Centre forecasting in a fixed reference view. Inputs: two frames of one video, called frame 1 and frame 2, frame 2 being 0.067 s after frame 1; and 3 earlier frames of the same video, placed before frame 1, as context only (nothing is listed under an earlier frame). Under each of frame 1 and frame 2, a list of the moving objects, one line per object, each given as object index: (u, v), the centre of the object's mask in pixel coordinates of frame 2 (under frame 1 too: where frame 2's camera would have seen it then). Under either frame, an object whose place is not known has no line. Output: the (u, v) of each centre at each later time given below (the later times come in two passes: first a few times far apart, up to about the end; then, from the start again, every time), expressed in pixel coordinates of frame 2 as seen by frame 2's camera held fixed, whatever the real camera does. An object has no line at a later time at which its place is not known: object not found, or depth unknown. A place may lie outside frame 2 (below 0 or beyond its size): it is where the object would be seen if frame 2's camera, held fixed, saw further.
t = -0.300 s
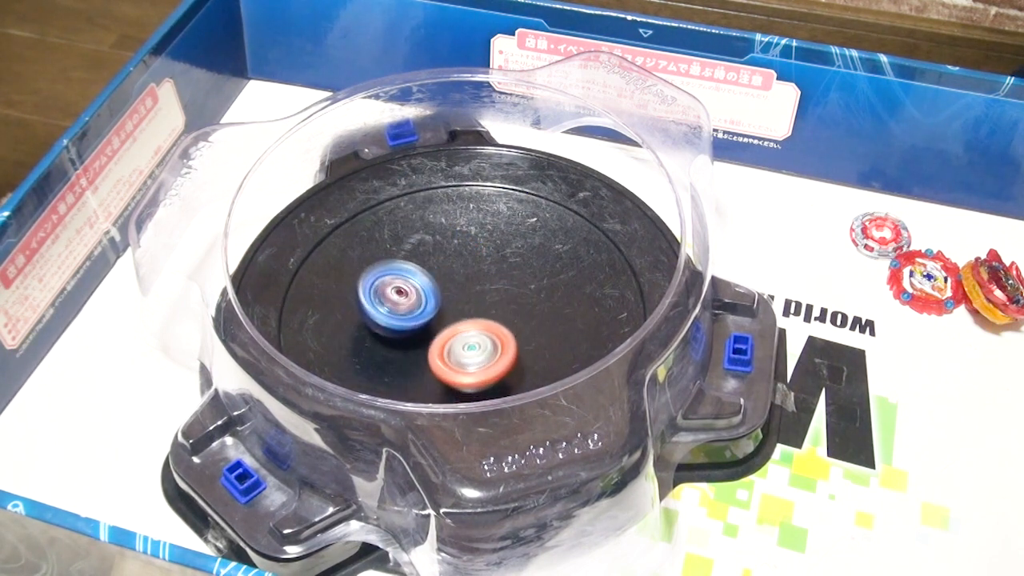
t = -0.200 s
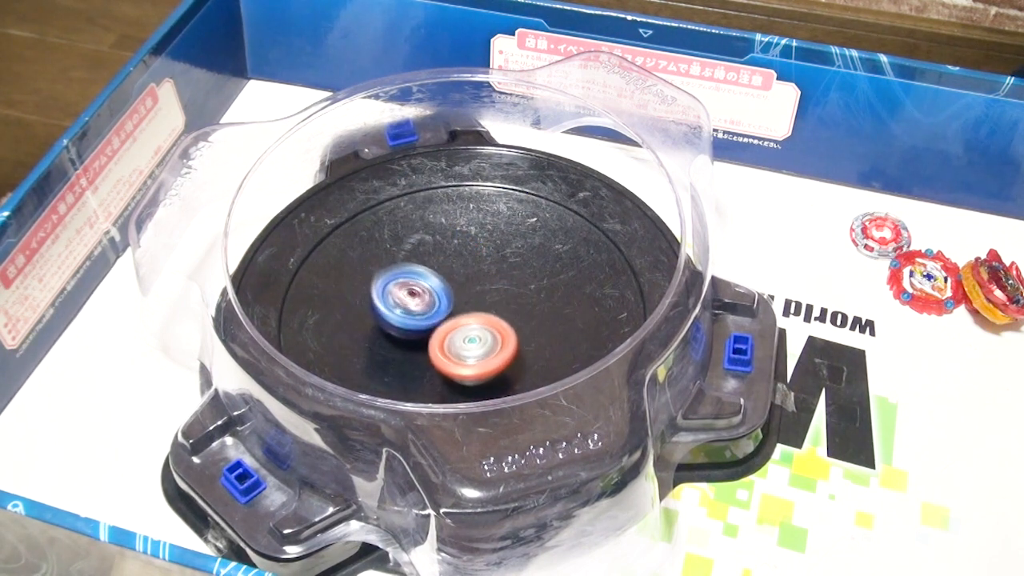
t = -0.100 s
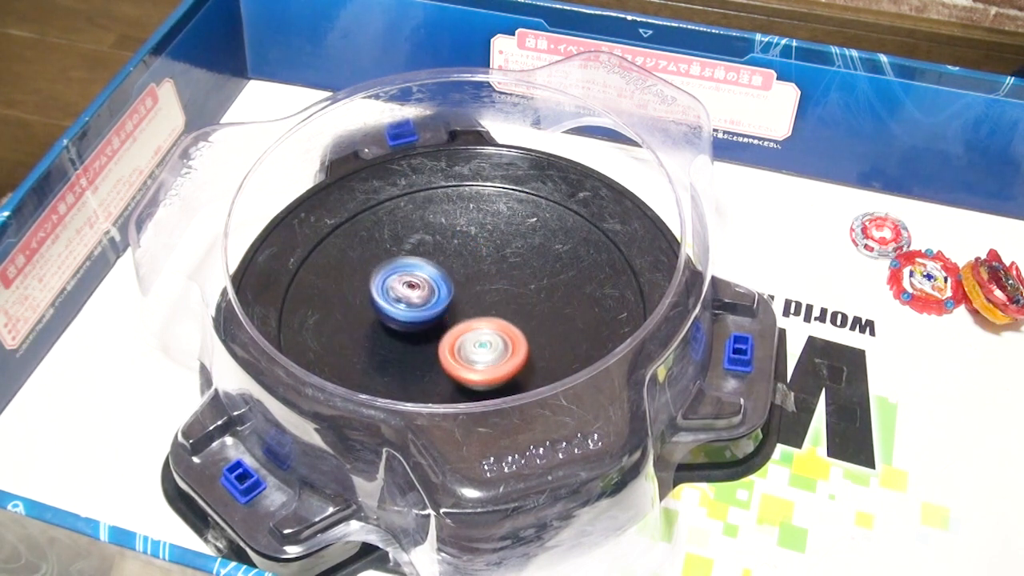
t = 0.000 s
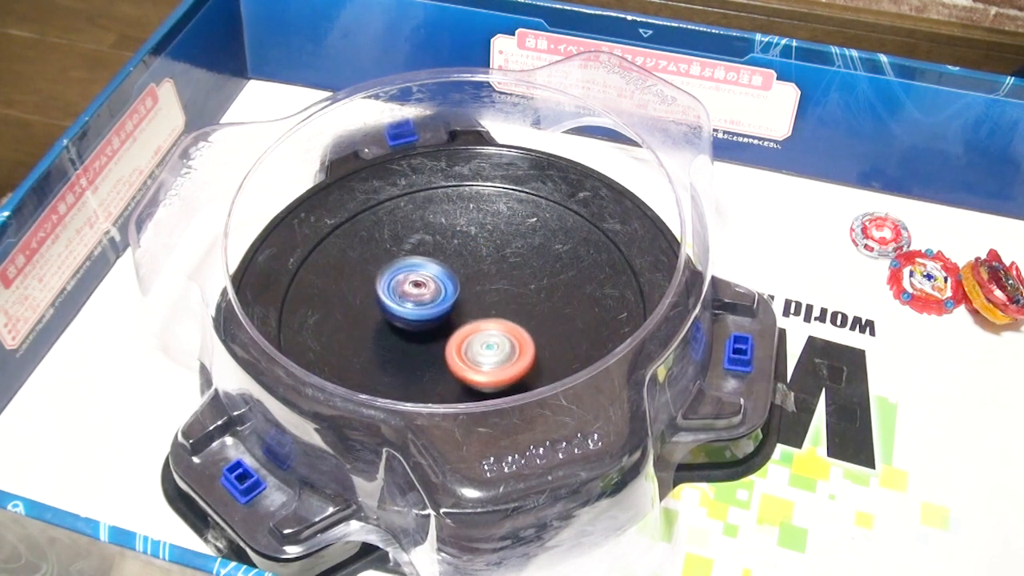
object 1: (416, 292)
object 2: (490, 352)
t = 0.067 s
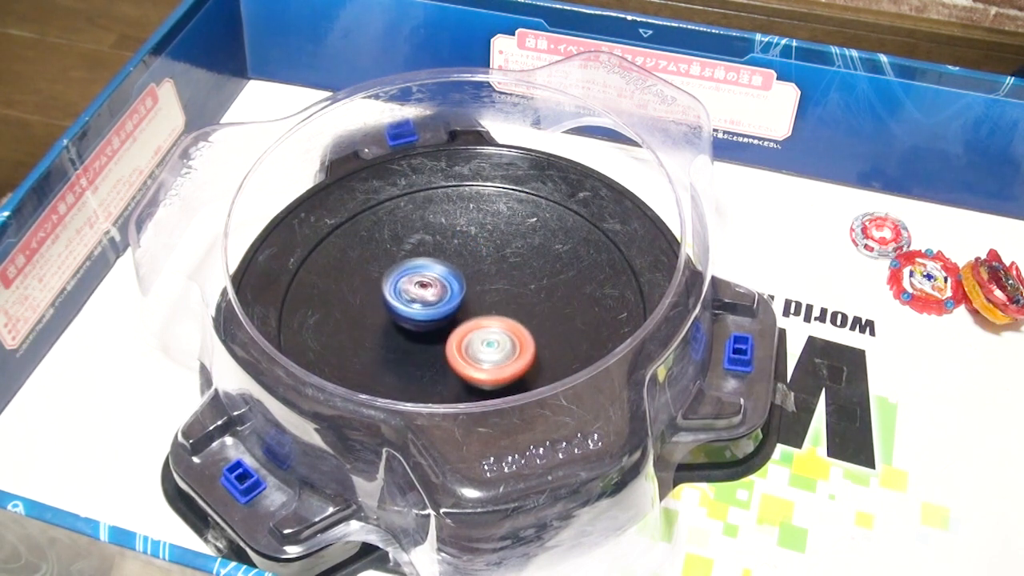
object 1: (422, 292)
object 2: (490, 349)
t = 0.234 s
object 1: (424, 273)
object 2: (494, 358)
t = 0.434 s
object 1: (471, 246)
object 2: (489, 347)
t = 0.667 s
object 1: (537, 241)
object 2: (457, 315)
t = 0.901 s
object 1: (555, 258)
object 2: (470, 332)
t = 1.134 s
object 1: (533, 279)
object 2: (452, 343)
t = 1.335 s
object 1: (515, 291)
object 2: (438, 341)
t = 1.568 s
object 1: (499, 299)
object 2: (418, 327)
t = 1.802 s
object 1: (515, 300)
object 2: (384, 302)
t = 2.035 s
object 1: (532, 312)
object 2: (432, 279)
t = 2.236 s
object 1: (572, 339)
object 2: (422, 279)
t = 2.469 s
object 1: (543, 341)
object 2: (436, 321)
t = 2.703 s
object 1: (517, 336)
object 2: (432, 317)
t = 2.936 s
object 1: (490, 327)
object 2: (427, 280)
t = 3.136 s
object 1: (459, 334)
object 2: (452, 247)
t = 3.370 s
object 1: (439, 340)
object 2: (487, 278)
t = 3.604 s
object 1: (416, 352)
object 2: (486, 307)
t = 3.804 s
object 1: (402, 360)
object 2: (454, 301)
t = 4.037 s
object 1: (416, 351)
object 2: (430, 282)
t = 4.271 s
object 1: (471, 338)
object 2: (462, 267)
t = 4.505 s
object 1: (529, 331)
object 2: (470, 244)
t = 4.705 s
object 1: (524, 314)
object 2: (454, 259)
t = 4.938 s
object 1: (517, 308)
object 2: (429, 294)
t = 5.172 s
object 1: (529, 311)
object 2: (414, 301)
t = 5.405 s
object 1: (534, 326)
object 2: (430, 294)
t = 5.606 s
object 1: (541, 349)
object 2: (415, 290)
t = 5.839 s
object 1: (524, 352)
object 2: (439, 308)
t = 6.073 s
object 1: (523, 358)
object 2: (439, 302)
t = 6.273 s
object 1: (501, 357)
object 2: (434, 294)
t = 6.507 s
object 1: (479, 355)
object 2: (436, 294)
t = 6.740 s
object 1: (449, 352)
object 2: (439, 281)
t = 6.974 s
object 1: (433, 352)
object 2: (466, 286)
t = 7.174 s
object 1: (427, 352)
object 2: (468, 291)
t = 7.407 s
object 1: (425, 351)
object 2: (466, 288)
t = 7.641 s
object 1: (427, 350)
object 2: (466, 288)
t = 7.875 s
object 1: (428, 346)
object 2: (469, 285)
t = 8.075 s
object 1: (426, 343)
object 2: (472, 284)
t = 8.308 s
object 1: (421, 342)
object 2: (477, 282)
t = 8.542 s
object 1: (424, 340)
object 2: (474, 282)
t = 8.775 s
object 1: (421, 359)
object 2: (492, 272)
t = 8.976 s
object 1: (443, 350)
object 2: (482, 273)
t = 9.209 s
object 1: (506, 349)
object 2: (468, 246)
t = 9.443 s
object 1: (520, 330)
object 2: (439, 248)
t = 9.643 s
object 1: (512, 296)
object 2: (433, 275)
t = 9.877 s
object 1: (509, 297)
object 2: (417, 277)
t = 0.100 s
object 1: (426, 293)
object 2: (488, 348)
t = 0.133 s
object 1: (429, 293)
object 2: (486, 346)
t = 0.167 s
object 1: (432, 293)
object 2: (483, 344)
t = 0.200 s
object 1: (429, 284)
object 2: (487, 351)
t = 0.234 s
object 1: (424, 273)
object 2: (494, 358)
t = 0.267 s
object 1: (424, 265)
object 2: (498, 362)
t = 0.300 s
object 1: (428, 257)
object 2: (499, 363)
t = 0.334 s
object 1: (436, 252)
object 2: (499, 362)
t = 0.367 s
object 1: (447, 248)
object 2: (497, 360)
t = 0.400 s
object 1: (459, 246)
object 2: (493, 354)
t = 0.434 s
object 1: (471, 246)
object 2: (489, 347)
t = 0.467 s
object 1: (481, 248)
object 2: (485, 339)
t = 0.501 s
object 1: (491, 250)
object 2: (480, 331)
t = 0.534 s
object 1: (499, 252)
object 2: (477, 321)
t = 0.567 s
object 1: (506, 251)
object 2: (474, 313)
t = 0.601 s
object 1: (514, 249)
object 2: (468, 312)
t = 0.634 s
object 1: (525, 243)
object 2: (461, 313)
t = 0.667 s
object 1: (537, 241)
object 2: (457, 315)
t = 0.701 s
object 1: (546, 241)
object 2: (454, 319)
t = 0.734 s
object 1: (553, 243)
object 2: (455, 321)
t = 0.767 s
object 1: (557, 246)
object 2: (458, 322)
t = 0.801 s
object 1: (559, 249)
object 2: (462, 325)
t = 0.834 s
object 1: (559, 252)
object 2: (466, 327)
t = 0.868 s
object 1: (558, 255)
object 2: (469, 329)
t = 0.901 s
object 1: (555, 258)
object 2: (470, 332)
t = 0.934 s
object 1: (552, 262)
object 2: (468, 334)
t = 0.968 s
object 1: (549, 265)
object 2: (465, 334)
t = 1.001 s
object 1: (546, 268)
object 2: (462, 336)
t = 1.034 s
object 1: (542, 271)
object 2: (459, 338)
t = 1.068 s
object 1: (539, 274)
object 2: (456, 340)
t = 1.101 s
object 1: (536, 277)
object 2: (453, 342)
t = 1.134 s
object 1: (533, 279)
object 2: (452, 343)
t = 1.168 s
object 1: (530, 281)
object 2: (450, 344)
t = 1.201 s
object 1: (527, 283)
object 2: (447, 344)
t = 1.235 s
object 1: (525, 285)
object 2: (445, 344)
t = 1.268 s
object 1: (521, 287)
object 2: (443, 344)
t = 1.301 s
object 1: (518, 290)
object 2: (441, 343)
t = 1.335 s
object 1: (515, 291)
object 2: (438, 341)
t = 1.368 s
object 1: (512, 293)
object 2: (436, 339)
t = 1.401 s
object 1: (509, 294)
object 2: (435, 337)
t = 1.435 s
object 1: (506, 295)
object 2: (433, 335)
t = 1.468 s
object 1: (506, 295)
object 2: (427, 333)
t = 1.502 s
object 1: (504, 297)
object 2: (423, 331)
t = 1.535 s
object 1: (501, 298)
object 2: (420, 329)
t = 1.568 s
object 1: (499, 299)
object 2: (418, 327)
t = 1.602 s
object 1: (498, 299)
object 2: (414, 324)
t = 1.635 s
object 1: (508, 297)
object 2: (401, 322)
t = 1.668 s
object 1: (514, 296)
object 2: (392, 319)
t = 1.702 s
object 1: (515, 296)
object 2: (386, 316)
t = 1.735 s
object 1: (515, 297)
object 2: (383, 312)
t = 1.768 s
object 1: (515, 298)
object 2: (382, 307)
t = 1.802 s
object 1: (515, 300)
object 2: (384, 302)
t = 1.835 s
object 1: (515, 301)
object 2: (390, 297)
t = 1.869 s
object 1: (515, 303)
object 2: (398, 293)
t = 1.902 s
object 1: (514, 304)
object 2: (407, 290)
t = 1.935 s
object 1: (514, 305)
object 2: (417, 287)
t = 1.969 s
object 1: (513, 306)
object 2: (428, 286)
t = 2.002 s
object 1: (515, 306)
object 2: (437, 285)
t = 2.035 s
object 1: (532, 312)
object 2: (432, 279)
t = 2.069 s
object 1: (550, 317)
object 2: (427, 275)
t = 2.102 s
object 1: (563, 323)
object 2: (423, 273)
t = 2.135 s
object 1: (571, 330)
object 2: (421, 272)
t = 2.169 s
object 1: (573, 335)
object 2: (420, 273)
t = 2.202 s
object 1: (574, 337)
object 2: (420, 275)
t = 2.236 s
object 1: (572, 339)
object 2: (422, 279)
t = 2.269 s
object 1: (570, 340)
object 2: (424, 284)
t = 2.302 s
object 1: (567, 341)
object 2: (428, 291)
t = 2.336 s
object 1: (563, 342)
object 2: (431, 297)
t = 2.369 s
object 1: (558, 342)
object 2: (434, 304)
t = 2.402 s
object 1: (553, 342)
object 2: (435, 311)
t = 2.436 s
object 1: (548, 341)
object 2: (436, 317)
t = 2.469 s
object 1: (543, 341)
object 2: (436, 321)
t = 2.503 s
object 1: (538, 340)
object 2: (436, 325)
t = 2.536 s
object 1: (534, 339)
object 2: (435, 326)
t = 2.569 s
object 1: (531, 338)
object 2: (435, 327)
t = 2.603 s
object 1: (528, 337)
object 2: (434, 325)
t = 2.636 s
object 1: (525, 336)
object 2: (434, 323)
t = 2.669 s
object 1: (522, 337)
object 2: (433, 320)
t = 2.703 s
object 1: (517, 336)
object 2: (432, 317)
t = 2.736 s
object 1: (513, 334)
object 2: (431, 312)
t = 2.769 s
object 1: (509, 333)
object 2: (430, 308)
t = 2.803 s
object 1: (505, 332)
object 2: (428, 303)
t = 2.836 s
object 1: (502, 331)
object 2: (427, 297)
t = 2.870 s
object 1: (498, 330)
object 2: (426, 291)
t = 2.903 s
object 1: (495, 328)
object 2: (426, 286)
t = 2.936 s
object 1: (490, 327)
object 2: (427, 280)
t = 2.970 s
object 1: (485, 326)
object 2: (430, 275)
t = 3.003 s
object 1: (480, 325)
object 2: (434, 270)
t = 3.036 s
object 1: (474, 324)
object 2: (439, 266)
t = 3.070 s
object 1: (469, 326)
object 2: (444, 259)
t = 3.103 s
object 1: (465, 330)
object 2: (448, 252)
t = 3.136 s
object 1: (459, 334)
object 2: (452, 247)
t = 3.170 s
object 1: (455, 335)
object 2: (457, 245)
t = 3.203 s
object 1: (450, 337)
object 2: (462, 247)
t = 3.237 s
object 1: (447, 338)
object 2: (468, 250)
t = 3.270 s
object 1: (445, 339)
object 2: (474, 255)
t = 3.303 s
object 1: (442, 340)
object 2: (479, 262)
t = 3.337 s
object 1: (441, 340)
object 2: (483, 270)
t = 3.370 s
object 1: (439, 340)
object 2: (487, 278)
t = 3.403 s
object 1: (437, 340)
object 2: (490, 286)
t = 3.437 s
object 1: (431, 345)
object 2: (495, 289)
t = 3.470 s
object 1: (424, 348)
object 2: (497, 292)
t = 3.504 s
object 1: (419, 351)
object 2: (498, 295)
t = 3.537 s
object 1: (416, 352)
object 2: (496, 299)
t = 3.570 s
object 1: (416, 352)
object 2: (492, 302)
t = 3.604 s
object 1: (416, 352)
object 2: (486, 307)
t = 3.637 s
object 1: (414, 353)
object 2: (480, 310)
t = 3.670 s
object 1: (406, 356)
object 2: (477, 309)
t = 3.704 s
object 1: (403, 359)
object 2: (473, 307)
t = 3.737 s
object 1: (401, 360)
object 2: (467, 305)
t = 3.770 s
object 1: (401, 360)
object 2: (461, 303)
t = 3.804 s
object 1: (402, 360)
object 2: (454, 301)
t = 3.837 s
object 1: (403, 359)
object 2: (448, 298)
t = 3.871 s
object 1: (405, 358)
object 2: (442, 295)
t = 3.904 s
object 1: (407, 357)
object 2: (437, 291)
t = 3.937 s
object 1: (410, 355)
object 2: (433, 288)
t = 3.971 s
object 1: (412, 354)
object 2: (431, 286)
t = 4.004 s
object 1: (414, 352)
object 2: (430, 284)
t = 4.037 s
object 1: (416, 351)
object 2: (430, 282)
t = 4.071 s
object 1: (420, 349)
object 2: (433, 281)
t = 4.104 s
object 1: (425, 348)
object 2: (436, 279)
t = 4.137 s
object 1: (432, 346)
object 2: (440, 277)
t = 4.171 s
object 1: (439, 343)
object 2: (445, 276)
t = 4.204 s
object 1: (449, 343)
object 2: (451, 271)
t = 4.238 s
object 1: (460, 341)
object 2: (456, 269)
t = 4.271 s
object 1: (471, 338)
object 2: (462, 267)
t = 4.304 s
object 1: (482, 334)
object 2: (468, 267)
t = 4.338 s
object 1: (495, 334)
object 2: (474, 263)
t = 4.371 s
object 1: (507, 337)
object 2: (475, 256)
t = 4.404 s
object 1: (518, 337)
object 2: (476, 251)
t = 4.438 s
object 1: (525, 336)
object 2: (474, 247)
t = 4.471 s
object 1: (528, 334)
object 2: (472, 244)
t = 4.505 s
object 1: (529, 331)
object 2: (470, 244)
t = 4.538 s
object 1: (530, 329)
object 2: (467, 244)
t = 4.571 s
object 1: (530, 326)
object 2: (464, 245)
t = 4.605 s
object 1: (529, 323)
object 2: (462, 246)
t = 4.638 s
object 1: (527, 320)
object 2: (459, 249)
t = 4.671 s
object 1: (525, 318)
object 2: (457, 253)
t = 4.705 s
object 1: (524, 314)
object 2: (454, 259)
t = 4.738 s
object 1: (522, 311)
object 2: (452, 266)
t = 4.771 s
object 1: (520, 308)
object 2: (450, 273)
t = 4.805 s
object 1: (520, 306)
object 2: (445, 279)
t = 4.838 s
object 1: (520, 307)
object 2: (440, 283)
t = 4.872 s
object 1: (519, 307)
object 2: (435, 287)
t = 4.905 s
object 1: (519, 307)
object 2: (431, 291)
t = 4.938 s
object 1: (517, 308)
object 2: (429, 294)
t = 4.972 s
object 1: (514, 308)
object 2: (428, 297)
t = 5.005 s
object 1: (512, 307)
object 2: (428, 299)
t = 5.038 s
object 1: (520, 308)
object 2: (421, 299)
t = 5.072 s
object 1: (527, 310)
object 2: (416, 299)
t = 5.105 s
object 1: (530, 311)
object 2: (414, 299)
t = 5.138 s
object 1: (530, 311)
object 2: (413, 300)
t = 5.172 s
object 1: (529, 311)
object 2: (414, 301)
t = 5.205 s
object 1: (527, 312)
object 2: (416, 302)
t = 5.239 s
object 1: (525, 313)
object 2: (420, 303)
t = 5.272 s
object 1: (523, 315)
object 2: (424, 304)
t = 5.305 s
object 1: (521, 317)
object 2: (430, 303)
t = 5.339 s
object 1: (518, 318)
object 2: (436, 303)
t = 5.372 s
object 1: (521, 320)
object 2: (438, 300)
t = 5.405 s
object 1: (534, 326)
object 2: (430, 294)
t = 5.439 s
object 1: (542, 331)
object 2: (425, 290)
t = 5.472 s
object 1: (546, 337)
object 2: (421, 287)
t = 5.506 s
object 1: (547, 342)
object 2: (418, 287)
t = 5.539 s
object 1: (546, 345)
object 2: (416, 287)
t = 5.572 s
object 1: (544, 348)
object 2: (415, 288)
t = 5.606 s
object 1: (541, 349)
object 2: (415, 290)
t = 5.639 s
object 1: (540, 349)
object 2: (415, 291)
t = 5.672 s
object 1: (537, 350)
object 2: (417, 293)
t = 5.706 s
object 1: (534, 351)
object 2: (420, 296)
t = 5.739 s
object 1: (531, 352)
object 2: (425, 299)
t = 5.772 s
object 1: (530, 352)
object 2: (430, 303)
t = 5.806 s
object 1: (527, 352)
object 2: (435, 306)
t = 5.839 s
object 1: (524, 352)
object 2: (439, 308)
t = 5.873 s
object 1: (521, 352)
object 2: (443, 311)
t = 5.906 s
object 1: (519, 352)
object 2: (447, 314)
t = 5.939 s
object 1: (518, 352)
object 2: (449, 316)
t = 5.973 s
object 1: (516, 354)
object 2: (449, 316)
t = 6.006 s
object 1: (520, 357)
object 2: (445, 310)
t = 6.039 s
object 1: (522, 358)
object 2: (441, 305)
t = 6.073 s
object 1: (523, 358)
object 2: (439, 302)
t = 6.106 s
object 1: (520, 357)
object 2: (438, 299)
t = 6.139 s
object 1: (516, 357)
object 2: (437, 297)
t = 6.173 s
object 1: (511, 357)
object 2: (435, 295)
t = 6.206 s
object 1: (509, 356)
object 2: (434, 295)
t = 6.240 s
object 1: (505, 357)
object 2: (434, 295)
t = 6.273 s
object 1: (501, 357)
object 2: (434, 294)
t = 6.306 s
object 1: (498, 357)
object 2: (433, 293)
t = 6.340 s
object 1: (496, 356)
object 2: (433, 293)
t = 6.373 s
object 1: (493, 356)
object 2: (434, 294)
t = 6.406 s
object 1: (489, 356)
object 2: (435, 293)
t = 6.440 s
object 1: (485, 356)
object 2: (436, 293)
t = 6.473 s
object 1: (483, 355)
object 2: (436, 294)
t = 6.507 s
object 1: (479, 355)
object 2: (436, 294)
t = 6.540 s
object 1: (474, 355)
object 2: (436, 294)
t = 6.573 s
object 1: (470, 355)
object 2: (437, 294)
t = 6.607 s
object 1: (465, 355)
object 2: (437, 293)
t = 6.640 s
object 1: (461, 355)
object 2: (435, 289)
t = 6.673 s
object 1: (457, 354)
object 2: (437, 286)
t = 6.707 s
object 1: (452, 353)
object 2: (438, 283)
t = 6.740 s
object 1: (449, 352)
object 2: (439, 281)
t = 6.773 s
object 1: (447, 352)
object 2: (441, 281)
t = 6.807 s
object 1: (444, 352)
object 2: (445, 280)
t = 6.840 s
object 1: (442, 350)
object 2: (449, 280)
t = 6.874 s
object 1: (441, 349)
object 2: (453, 282)
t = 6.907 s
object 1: (439, 349)
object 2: (457, 284)
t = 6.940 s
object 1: (437, 351)
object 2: (462, 286)
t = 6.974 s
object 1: (433, 352)
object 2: (466, 286)
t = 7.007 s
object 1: (431, 354)
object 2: (469, 287)
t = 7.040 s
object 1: (430, 355)
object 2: (470, 288)
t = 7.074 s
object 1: (429, 354)
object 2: (471, 289)
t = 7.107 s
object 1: (429, 354)
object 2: (471, 290)
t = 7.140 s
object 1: (428, 353)
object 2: (469, 290)
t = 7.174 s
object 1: (427, 352)
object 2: (468, 291)
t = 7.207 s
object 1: (427, 352)
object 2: (468, 291)
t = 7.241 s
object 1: (426, 352)
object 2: (468, 288)
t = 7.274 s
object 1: (425, 352)
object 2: (468, 288)
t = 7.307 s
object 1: (425, 351)
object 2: (468, 288)
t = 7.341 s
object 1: (426, 350)
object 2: (468, 288)
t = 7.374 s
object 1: (426, 350)
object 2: (466, 288)
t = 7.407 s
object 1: (425, 351)
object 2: (466, 288)
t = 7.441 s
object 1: (425, 351)
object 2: (467, 287)
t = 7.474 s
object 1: (427, 351)
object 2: (467, 287)
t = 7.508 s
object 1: (427, 351)
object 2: (466, 288)
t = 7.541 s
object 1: (427, 350)
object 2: (466, 288)
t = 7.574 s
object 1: (428, 350)
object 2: (466, 287)
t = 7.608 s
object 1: (428, 350)
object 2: (466, 287)
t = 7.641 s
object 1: (427, 350)
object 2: (466, 288)
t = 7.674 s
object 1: (428, 349)
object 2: (467, 288)
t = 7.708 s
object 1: (427, 350)
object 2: (468, 285)
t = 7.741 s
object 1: (427, 352)
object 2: (470, 285)
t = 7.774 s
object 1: (428, 350)
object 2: (470, 285)
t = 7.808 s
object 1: (429, 350)
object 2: (470, 285)
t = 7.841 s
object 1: (429, 348)
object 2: (469, 285)
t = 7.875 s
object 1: (428, 346)
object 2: (469, 285)
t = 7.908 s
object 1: (428, 345)
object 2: (468, 284)
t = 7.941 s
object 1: (427, 345)
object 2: (469, 284)
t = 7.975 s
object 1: (426, 345)
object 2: (471, 283)
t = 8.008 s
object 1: (427, 344)
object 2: (470, 284)
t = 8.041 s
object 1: (427, 344)
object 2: (470, 284)
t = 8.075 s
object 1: (426, 343)
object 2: (472, 284)
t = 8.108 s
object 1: (426, 341)
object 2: (471, 284)
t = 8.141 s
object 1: (426, 342)
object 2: (473, 284)
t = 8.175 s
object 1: (425, 342)
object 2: (475, 284)
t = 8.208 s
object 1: (425, 341)
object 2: (473, 285)
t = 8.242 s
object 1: (425, 341)
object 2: (473, 285)
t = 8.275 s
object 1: (423, 342)
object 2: (475, 284)
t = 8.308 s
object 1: (421, 342)
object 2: (477, 282)
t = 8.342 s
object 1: (423, 343)
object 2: (477, 283)
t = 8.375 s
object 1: (423, 343)
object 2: (477, 283)
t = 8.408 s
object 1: (422, 342)
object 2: (475, 283)
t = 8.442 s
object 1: (423, 340)
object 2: (474, 283)
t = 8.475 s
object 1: (423, 339)
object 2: (474, 283)
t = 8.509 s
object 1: (423, 339)
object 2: (474, 282)
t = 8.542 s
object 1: (424, 340)
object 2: (474, 282)
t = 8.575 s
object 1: (426, 340)
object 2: (476, 282)
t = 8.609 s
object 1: (423, 345)
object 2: (481, 278)
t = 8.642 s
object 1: (417, 352)
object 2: (489, 274)
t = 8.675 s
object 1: (415, 356)
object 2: (493, 271)
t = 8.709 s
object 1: (416, 359)
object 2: (494, 271)
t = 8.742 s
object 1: (418, 359)
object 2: (494, 271)
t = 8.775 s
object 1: (421, 359)
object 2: (492, 272)
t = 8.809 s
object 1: (424, 358)
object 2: (490, 273)
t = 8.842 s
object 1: (426, 357)
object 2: (488, 273)
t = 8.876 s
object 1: (429, 356)
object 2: (486, 274)
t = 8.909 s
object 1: (433, 354)
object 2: (484, 273)
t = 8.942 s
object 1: (438, 352)
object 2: (483, 273)
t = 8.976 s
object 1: (443, 350)
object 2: (482, 273)
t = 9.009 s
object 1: (450, 347)
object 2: (481, 272)
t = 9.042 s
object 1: (458, 343)
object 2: (481, 272)
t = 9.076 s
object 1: (467, 338)
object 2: (481, 272)
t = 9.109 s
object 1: (477, 336)
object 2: (479, 270)
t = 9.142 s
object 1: (489, 342)
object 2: (476, 259)
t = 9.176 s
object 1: (499, 347)
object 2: (474, 251)
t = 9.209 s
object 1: (506, 349)
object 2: (468, 246)
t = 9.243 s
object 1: (513, 349)
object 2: (464, 244)
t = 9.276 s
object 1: (516, 347)
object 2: (458, 243)
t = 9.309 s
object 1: (518, 345)
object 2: (453, 243)
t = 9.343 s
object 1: (519, 342)
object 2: (449, 243)
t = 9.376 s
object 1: (520, 338)
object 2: (444, 244)
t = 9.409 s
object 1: (520, 335)
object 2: (442, 246)
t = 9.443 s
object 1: (520, 330)
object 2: (439, 248)
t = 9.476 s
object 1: (520, 325)
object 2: (438, 253)
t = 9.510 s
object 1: (518, 319)
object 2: (438, 257)
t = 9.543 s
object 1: (517, 313)
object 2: (436, 261)
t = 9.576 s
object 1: (514, 307)
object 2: (436, 267)
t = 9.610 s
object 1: (511, 301)
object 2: (435, 270)
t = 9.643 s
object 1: (512, 296)
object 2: (433, 275)
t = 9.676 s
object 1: (513, 294)
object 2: (429, 276)
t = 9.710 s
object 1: (510, 294)
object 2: (426, 278)
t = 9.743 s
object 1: (508, 295)
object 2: (425, 278)
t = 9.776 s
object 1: (507, 296)
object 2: (424, 279)
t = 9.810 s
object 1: (505, 295)
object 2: (423, 279)
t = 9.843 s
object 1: (503, 296)
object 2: (422, 279)
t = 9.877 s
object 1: (509, 297)
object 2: (417, 277)
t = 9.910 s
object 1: (519, 300)
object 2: (409, 274)
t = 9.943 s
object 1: (525, 302)
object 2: (403, 273)
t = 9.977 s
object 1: (531, 304)
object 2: (401, 274)
